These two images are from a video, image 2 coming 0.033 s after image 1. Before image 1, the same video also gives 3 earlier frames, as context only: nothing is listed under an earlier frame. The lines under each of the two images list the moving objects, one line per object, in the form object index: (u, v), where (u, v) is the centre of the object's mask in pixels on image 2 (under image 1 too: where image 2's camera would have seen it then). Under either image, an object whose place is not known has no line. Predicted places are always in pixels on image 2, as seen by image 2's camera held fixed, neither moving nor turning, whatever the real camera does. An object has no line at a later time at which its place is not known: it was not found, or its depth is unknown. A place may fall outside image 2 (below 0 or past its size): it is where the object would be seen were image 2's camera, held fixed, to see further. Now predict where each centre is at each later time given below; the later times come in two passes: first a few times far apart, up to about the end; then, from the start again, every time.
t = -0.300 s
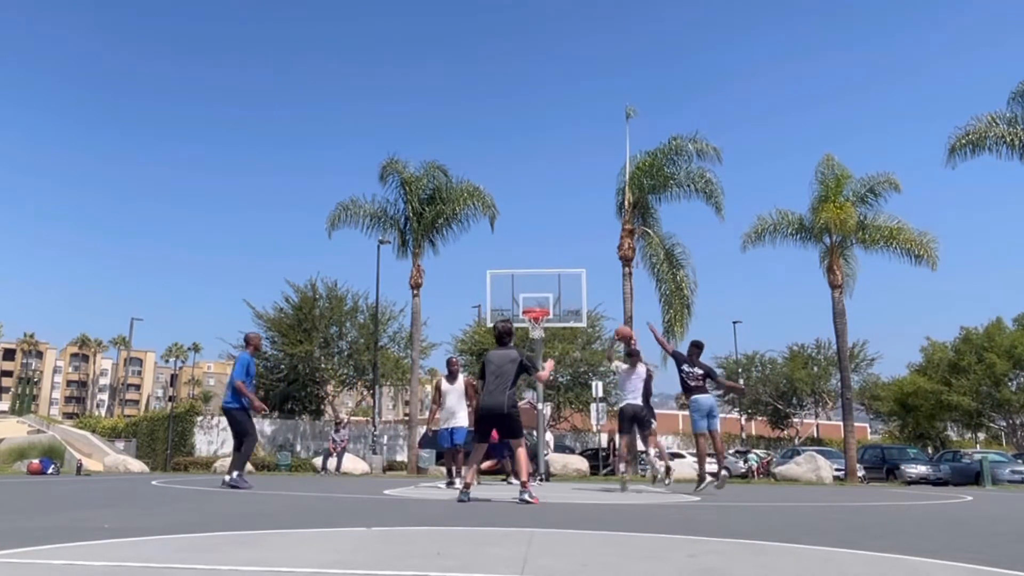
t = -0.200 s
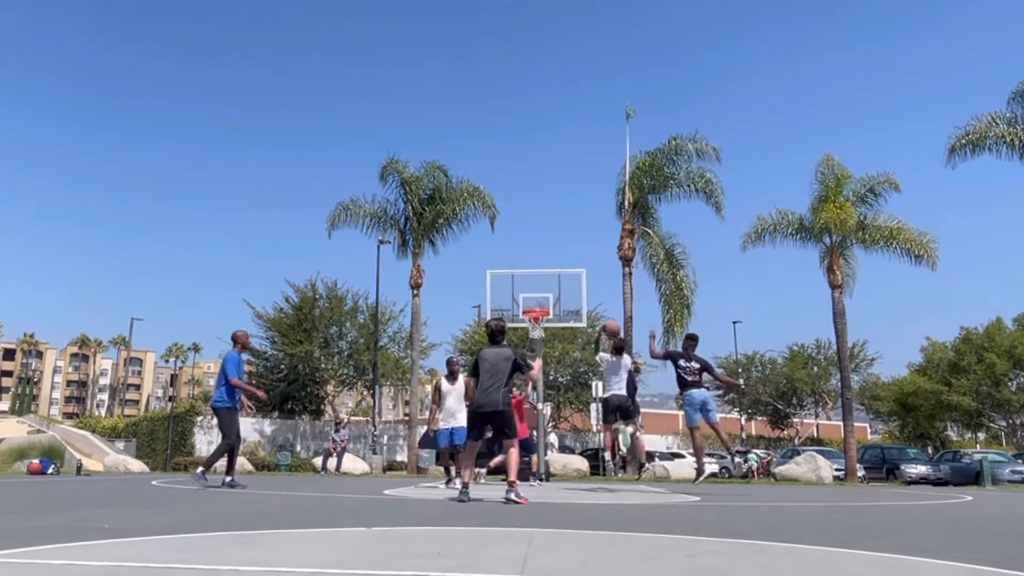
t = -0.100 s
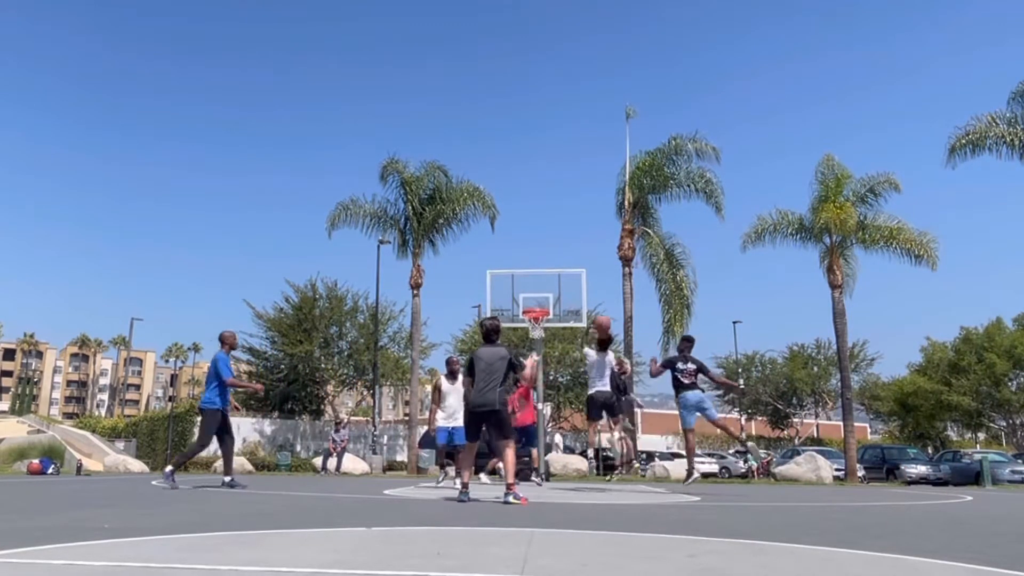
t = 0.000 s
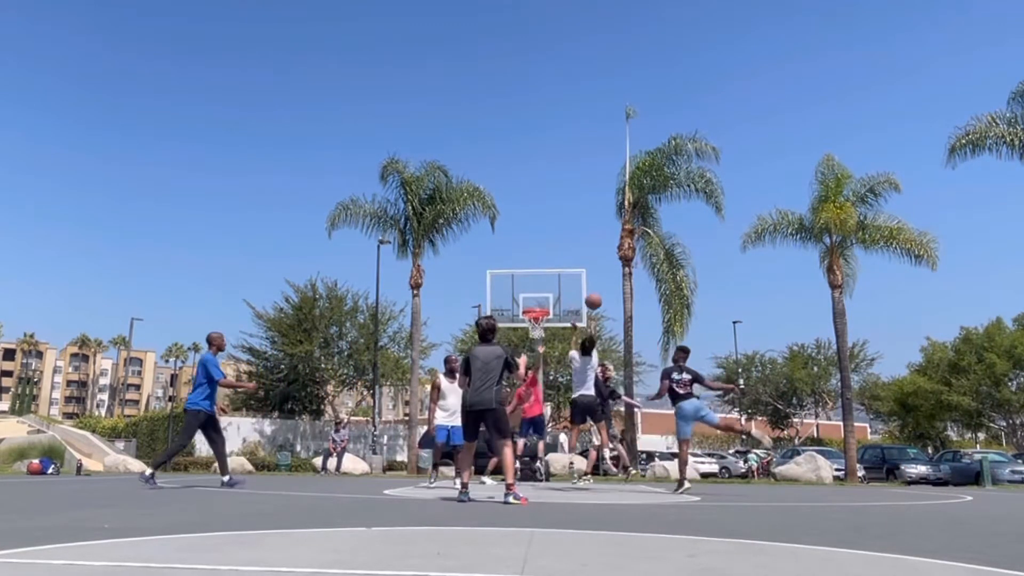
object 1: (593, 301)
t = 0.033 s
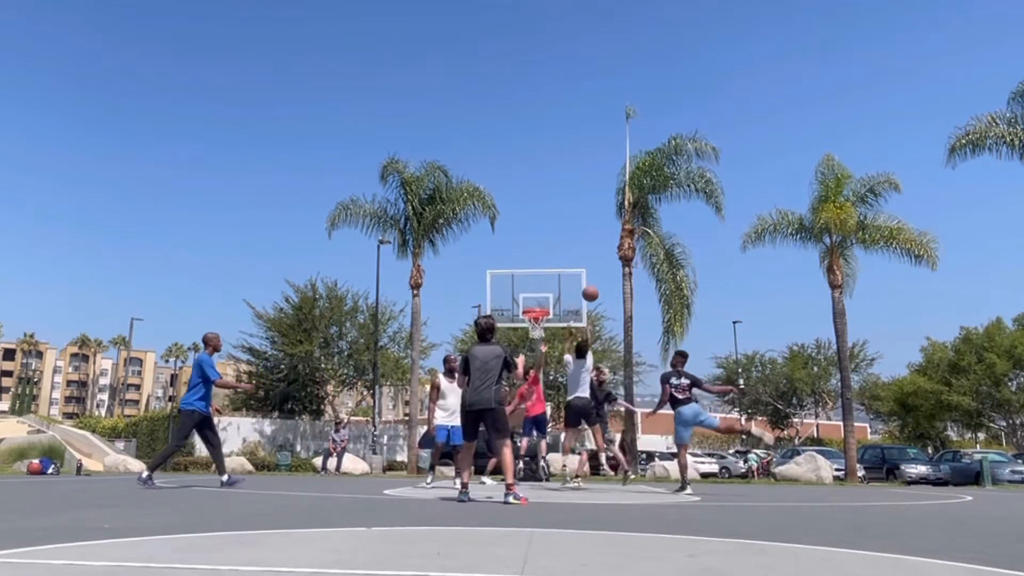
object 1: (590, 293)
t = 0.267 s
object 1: (571, 262)
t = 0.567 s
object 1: (551, 271)
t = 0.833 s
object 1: (539, 314)
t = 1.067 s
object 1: (532, 326)
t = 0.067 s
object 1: (587, 287)
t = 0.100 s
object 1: (585, 281)
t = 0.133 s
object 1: (581, 275)
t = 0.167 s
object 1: (579, 271)
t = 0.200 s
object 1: (576, 268)
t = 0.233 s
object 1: (574, 265)
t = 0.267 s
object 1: (571, 262)
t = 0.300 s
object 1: (569, 260)
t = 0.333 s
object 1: (566, 260)
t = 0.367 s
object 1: (564, 260)
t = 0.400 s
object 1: (562, 260)
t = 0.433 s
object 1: (560, 261)
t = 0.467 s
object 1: (558, 263)
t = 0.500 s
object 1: (555, 265)
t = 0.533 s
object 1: (553, 268)
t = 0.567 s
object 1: (551, 271)
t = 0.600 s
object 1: (549, 275)
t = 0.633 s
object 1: (547, 280)
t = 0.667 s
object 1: (545, 285)
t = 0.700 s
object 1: (544, 290)
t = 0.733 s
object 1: (541, 297)
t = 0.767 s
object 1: (540, 303)
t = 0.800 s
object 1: (540, 309)
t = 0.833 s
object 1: (539, 314)
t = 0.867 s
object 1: (537, 316)
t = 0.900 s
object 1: (535, 322)
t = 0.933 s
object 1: (534, 324)
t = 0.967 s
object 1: (533, 324)
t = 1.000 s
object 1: (532, 324)
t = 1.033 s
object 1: (532, 325)
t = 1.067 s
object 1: (532, 326)
